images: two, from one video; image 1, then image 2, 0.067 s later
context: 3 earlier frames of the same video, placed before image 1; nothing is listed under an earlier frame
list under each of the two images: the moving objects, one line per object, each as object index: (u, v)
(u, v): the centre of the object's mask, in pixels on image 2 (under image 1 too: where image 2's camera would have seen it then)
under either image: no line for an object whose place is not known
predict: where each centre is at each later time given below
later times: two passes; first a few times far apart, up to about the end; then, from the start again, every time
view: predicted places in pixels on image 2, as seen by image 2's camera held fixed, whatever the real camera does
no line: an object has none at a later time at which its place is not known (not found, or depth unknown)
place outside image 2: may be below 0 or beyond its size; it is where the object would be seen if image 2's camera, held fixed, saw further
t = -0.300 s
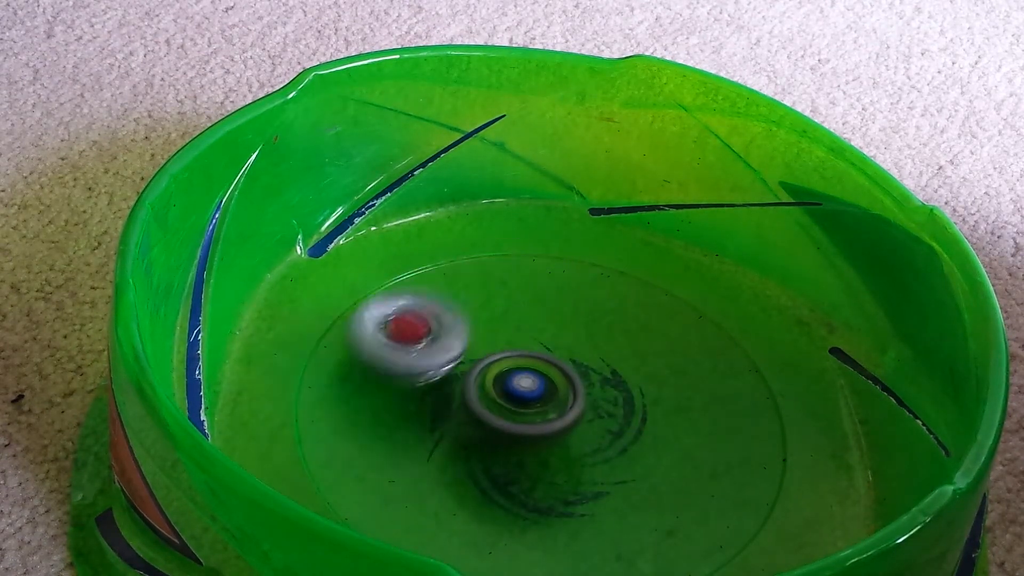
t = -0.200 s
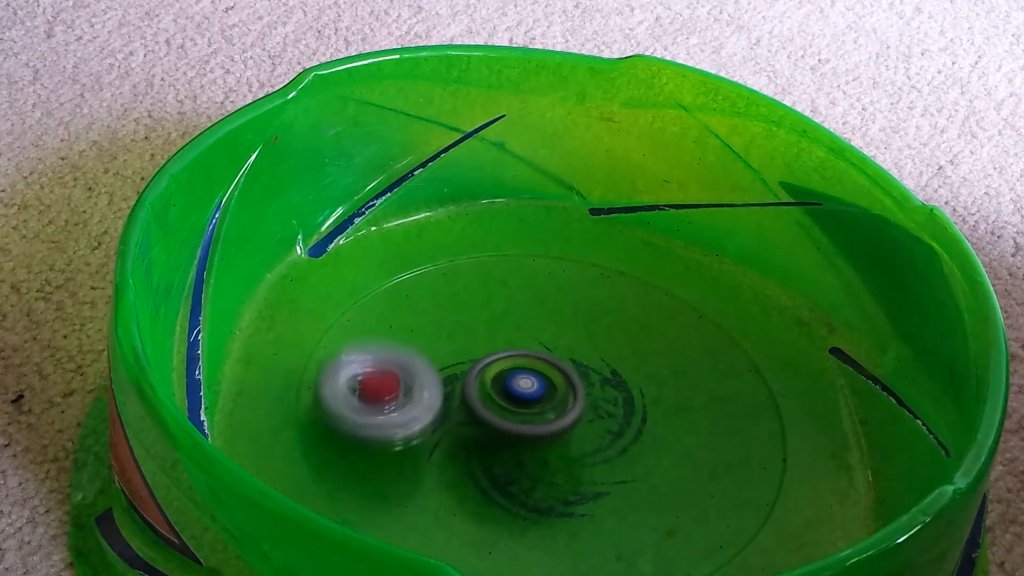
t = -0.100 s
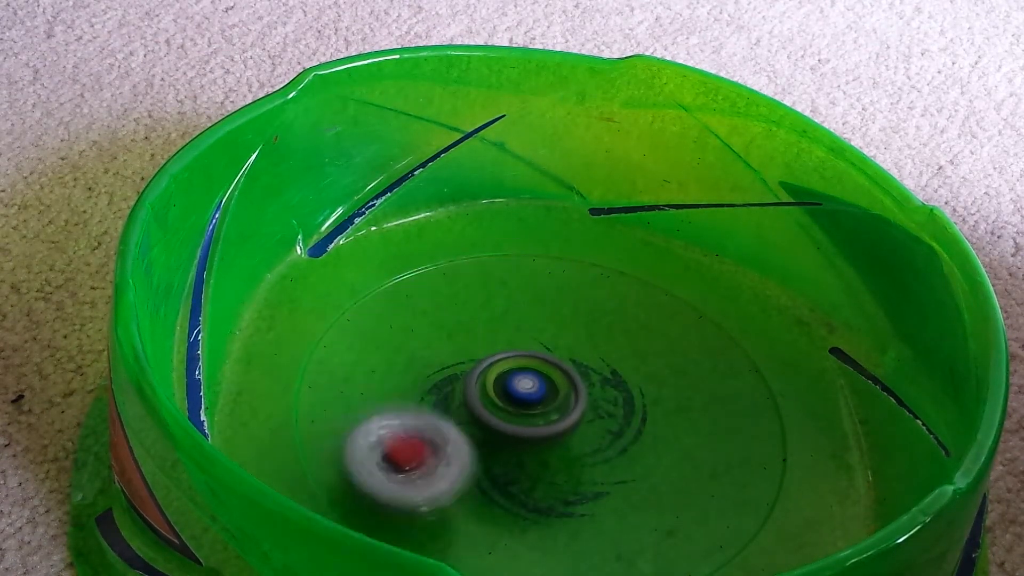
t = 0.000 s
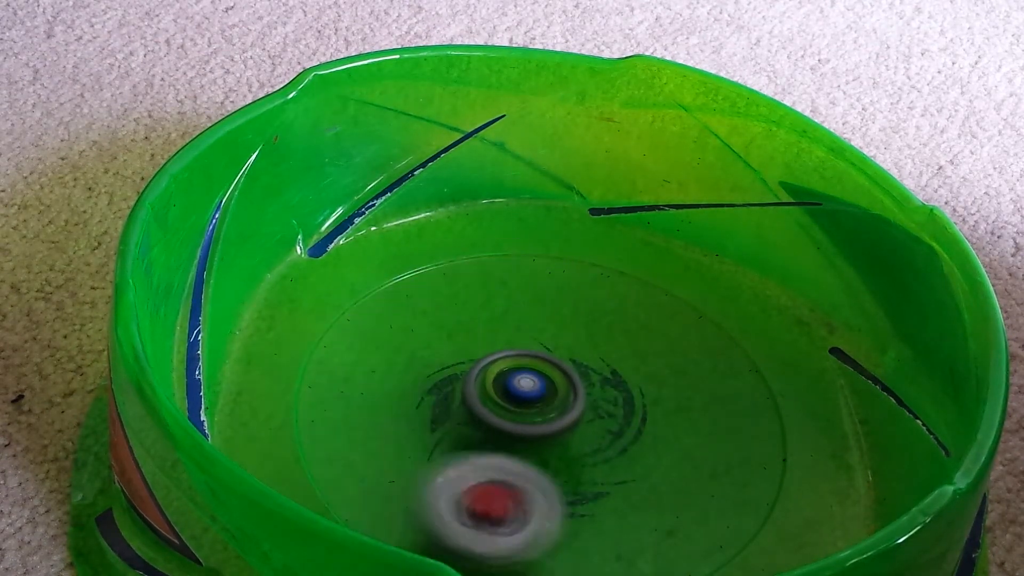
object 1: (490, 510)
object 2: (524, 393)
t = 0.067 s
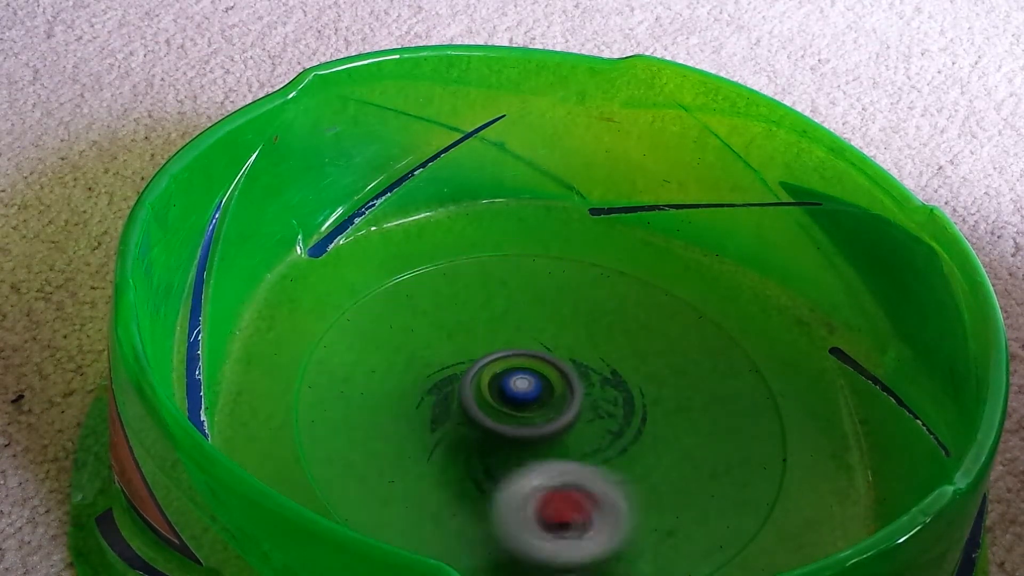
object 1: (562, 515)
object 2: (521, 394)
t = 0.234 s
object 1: (683, 441)
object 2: (527, 396)
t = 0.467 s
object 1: (596, 304)
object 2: (529, 395)
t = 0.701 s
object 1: (413, 322)
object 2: (530, 396)
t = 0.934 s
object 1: (436, 462)
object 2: (533, 395)
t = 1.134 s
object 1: (624, 490)
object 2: (530, 394)
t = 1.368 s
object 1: (677, 353)
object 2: (525, 394)
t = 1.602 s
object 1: (504, 297)
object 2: (525, 394)
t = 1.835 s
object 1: (367, 375)
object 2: (534, 412)
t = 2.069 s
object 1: (418, 505)
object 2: (635, 403)
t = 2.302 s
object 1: (556, 526)
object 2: (797, 308)
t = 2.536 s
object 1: (542, 396)
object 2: (659, 361)
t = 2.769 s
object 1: (443, 290)
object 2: (577, 381)
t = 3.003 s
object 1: (386, 330)
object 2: (502, 387)
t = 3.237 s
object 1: (500, 350)
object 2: (575, 446)
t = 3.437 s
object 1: (561, 293)
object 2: (586, 447)
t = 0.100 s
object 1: (597, 510)
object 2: (522, 393)
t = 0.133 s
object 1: (629, 499)
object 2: (522, 395)
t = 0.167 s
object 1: (654, 483)
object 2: (522, 395)
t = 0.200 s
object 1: (673, 463)
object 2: (524, 395)
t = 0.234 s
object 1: (683, 441)
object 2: (527, 396)
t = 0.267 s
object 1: (687, 419)
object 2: (526, 396)
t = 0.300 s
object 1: (684, 397)
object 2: (527, 394)
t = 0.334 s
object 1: (676, 374)
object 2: (529, 396)
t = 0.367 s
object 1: (662, 351)
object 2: (528, 396)
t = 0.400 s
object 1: (642, 333)
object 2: (528, 394)
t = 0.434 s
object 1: (620, 316)
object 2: (530, 394)
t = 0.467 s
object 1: (596, 304)
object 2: (529, 395)
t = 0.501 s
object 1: (568, 295)
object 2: (528, 393)
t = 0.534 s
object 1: (539, 290)
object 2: (531, 394)
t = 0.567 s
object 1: (508, 289)
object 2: (531, 396)
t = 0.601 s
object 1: (483, 291)
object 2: (529, 395)
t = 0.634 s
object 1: (455, 298)
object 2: (530, 394)
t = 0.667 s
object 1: (431, 308)
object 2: (532, 395)
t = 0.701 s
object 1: (413, 322)
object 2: (530, 396)
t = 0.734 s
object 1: (398, 337)
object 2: (531, 394)
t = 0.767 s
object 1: (389, 358)
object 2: (534, 395)
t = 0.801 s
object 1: (385, 379)
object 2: (532, 397)
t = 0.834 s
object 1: (388, 401)
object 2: (532, 395)
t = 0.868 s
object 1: (396, 421)
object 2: (534, 395)
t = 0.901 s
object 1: (412, 441)
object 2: (535, 396)
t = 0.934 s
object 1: (436, 462)
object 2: (533, 395)
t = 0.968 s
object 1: (463, 478)
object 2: (535, 392)
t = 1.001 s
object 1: (492, 491)
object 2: (536, 394)
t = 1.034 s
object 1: (522, 500)
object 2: (532, 394)
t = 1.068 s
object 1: (558, 502)
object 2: (533, 392)
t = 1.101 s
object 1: (592, 499)
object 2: (533, 393)
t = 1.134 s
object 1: (624, 490)
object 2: (530, 394)
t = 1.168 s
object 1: (651, 477)
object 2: (529, 393)
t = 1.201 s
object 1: (673, 460)
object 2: (529, 394)
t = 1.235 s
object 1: (688, 439)
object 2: (526, 395)
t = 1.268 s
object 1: (694, 418)
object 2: (525, 394)
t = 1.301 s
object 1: (695, 395)
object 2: (527, 393)
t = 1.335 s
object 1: (688, 373)
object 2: (526, 395)
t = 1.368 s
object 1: (677, 353)
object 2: (525, 394)
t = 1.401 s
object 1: (660, 334)
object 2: (525, 393)
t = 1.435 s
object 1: (639, 319)
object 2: (525, 395)
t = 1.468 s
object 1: (614, 307)
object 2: (523, 395)
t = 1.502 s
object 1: (589, 298)
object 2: (525, 394)
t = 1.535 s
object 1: (561, 294)
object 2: (528, 395)
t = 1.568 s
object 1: (531, 294)
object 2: (527, 395)
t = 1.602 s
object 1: (504, 297)
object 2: (525, 394)
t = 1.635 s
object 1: (478, 303)
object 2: (526, 393)
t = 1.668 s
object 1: (453, 314)
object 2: (526, 394)
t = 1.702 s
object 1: (434, 325)
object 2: (522, 395)
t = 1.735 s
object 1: (412, 332)
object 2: (529, 402)
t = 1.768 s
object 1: (393, 343)
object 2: (532, 410)
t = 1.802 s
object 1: (378, 357)
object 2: (532, 411)
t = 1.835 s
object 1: (367, 375)
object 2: (534, 412)
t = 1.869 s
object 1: (363, 396)
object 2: (536, 414)
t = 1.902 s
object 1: (368, 416)
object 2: (536, 418)
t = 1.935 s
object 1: (379, 436)
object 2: (535, 421)
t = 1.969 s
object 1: (399, 457)
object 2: (535, 422)
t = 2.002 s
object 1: (425, 473)
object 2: (537, 423)
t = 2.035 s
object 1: (429, 492)
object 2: (575, 415)
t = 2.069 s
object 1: (418, 505)
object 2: (635, 403)
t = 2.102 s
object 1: (421, 513)
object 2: (690, 379)
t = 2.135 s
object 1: (435, 524)
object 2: (727, 360)
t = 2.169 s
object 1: (460, 533)
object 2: (753, 342)
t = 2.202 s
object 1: (486, 537)
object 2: (763, 328)
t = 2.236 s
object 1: (510, 538)
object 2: (772, 322)
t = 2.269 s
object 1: (538, 533)
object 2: (786, 314)
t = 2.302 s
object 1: (556, 526)
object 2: (797, 308)
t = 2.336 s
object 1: (569, 513)
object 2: (775, 312)
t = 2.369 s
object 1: (580, 491)
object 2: (753, 317)
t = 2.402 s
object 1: (582, 469)
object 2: (727, 326)
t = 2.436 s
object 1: (582, 450)
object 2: (702, 338)
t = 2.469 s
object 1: (579, 428)
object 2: (678, 348)
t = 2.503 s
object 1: (565, 411)
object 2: (663, 358)
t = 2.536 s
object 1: (542, 396)
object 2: (659, 361)
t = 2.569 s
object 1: (526, 379)
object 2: (651, 366)
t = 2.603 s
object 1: (514, 362)
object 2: (637, 371)
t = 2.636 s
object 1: (500, 345)
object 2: (625, 372)
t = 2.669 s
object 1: (488, 329)
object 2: (608, 379)
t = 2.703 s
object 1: (473, 314)
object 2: (598, 378)
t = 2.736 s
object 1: (457, 299)
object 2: (587, 380)
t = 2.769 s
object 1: (443, 290)
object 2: (577, 381)
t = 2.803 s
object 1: (424, 282)
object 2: (567, 384)
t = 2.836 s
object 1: (406, 278)
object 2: (553, 383)
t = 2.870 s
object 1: (390, 279)
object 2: (543, 385)
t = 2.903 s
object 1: (377, 286)
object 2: (532, 386)
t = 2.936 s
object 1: (371, 298)
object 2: (522, 389)
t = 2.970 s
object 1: (374, 314)
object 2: (511, 389)
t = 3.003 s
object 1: (386, 330)
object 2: (502, 387)
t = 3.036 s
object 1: (395, 342)
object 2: (509, 393)
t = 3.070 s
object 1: (406, 349)
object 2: (518, 400)
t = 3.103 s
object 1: (426, 359)
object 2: (531, 411)
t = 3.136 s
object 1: (443, 363)
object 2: (540, 419)
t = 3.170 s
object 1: (464, 360)
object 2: (553, 434)
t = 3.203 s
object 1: (481, 357)
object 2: (565, 443)
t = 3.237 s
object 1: (500, 350)
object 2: (575, 446)
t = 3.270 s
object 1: (516, 343)
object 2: (582, 450)
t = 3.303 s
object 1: (530, 335)
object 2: (588, 453)
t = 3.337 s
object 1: (545, 326)
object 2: (593, 451)
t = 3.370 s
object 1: (556, 315)
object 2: (592, 450)
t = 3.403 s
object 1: (561, 304)
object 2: (590, 448)
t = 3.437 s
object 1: (561, 293)
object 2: (586, 447)
